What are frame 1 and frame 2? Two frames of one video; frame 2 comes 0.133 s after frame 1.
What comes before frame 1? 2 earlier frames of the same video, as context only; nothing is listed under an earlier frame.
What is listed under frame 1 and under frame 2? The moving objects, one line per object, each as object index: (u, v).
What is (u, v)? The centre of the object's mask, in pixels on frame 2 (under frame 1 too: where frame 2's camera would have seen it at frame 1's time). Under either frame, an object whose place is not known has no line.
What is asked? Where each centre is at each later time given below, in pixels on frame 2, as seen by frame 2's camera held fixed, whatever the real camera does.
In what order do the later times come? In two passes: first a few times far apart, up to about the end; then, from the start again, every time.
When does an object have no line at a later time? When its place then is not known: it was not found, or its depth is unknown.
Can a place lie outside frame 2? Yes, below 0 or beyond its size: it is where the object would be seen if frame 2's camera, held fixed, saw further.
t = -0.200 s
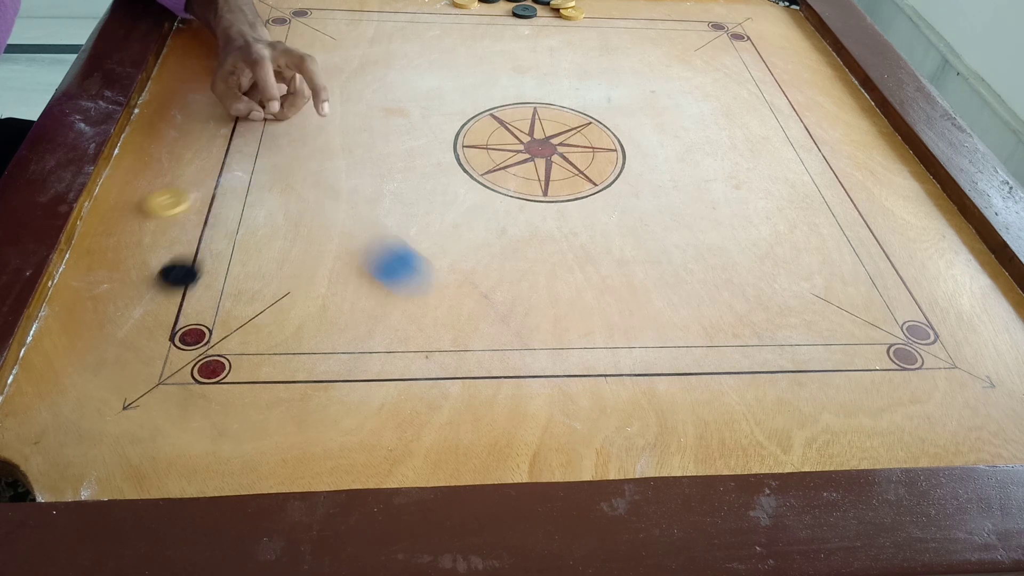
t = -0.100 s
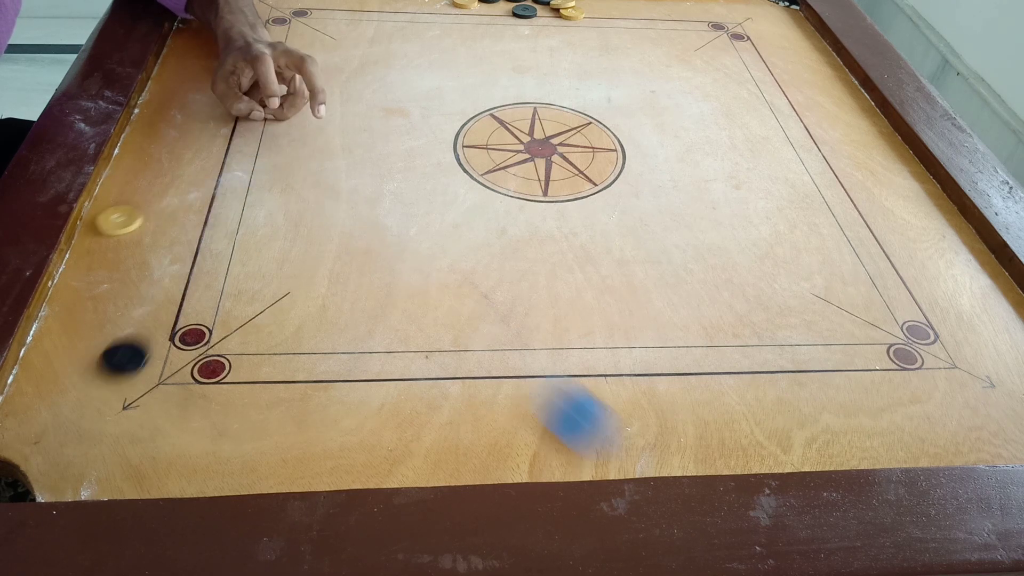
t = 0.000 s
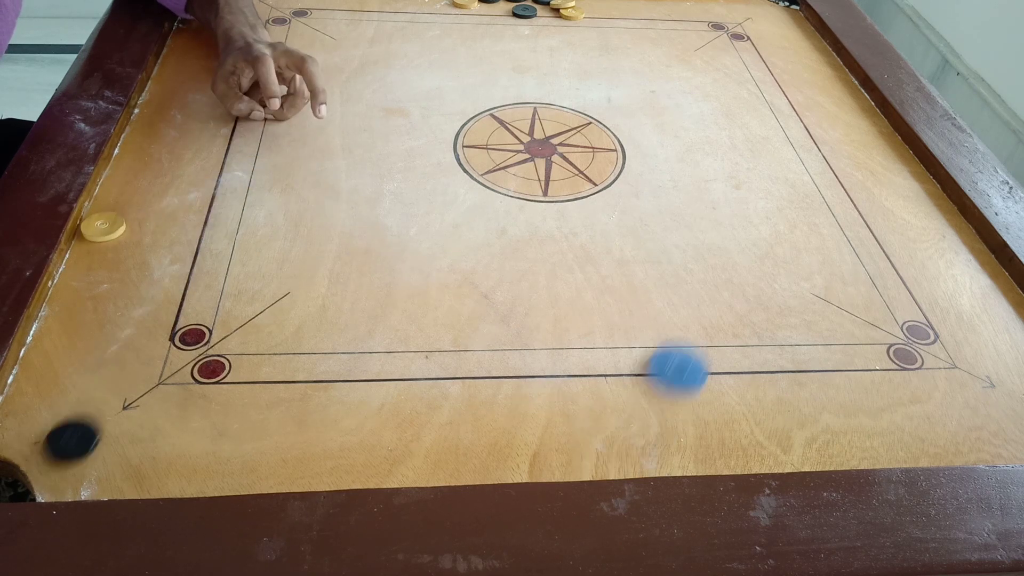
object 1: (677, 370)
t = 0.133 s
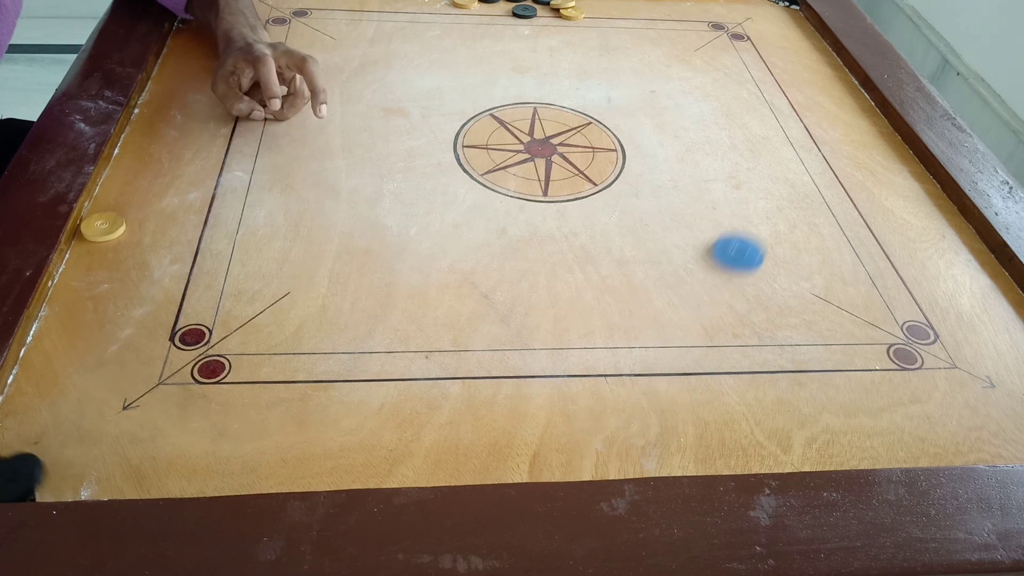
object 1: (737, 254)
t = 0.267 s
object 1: (780, 177)
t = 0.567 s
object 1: (841, 85)
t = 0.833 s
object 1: (769, 39)
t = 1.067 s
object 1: (750, 23)
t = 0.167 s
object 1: (749, 231)
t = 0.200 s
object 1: (760, 212)
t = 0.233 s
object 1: (771, 193)
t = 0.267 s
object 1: (780, 177)
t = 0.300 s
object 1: (789, 163)
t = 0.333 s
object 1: (797, 150)
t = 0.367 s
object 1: (805, 137)
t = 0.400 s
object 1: (812, 126)
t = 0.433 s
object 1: (820, 116)
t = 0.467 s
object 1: (826, 108)
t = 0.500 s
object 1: (832, 99)
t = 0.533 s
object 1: (839, 92)
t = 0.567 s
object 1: (841, 85)
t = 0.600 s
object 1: (828, 77)
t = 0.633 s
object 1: (816, 70)
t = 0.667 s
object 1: (805, 63)
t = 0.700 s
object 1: (796, 57)
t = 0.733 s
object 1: (788, 52)
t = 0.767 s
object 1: (781, 47)
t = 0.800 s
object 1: (774, 43)
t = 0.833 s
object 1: (769, 39)
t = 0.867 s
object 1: (765, 36)
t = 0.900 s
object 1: (761, 33)
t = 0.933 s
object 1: (758, 30)
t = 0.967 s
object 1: (755, 28)
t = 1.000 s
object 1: (753, 26)
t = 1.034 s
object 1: (751, 24)
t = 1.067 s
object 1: (750, 23)
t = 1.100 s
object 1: (749, 22)
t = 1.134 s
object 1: (748, 21)
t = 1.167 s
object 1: (748, 21)
